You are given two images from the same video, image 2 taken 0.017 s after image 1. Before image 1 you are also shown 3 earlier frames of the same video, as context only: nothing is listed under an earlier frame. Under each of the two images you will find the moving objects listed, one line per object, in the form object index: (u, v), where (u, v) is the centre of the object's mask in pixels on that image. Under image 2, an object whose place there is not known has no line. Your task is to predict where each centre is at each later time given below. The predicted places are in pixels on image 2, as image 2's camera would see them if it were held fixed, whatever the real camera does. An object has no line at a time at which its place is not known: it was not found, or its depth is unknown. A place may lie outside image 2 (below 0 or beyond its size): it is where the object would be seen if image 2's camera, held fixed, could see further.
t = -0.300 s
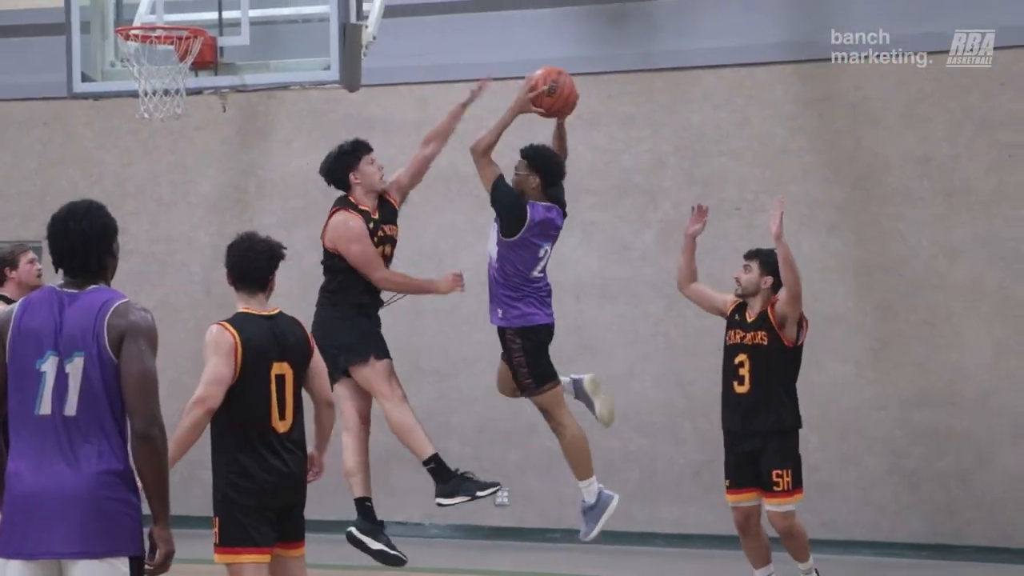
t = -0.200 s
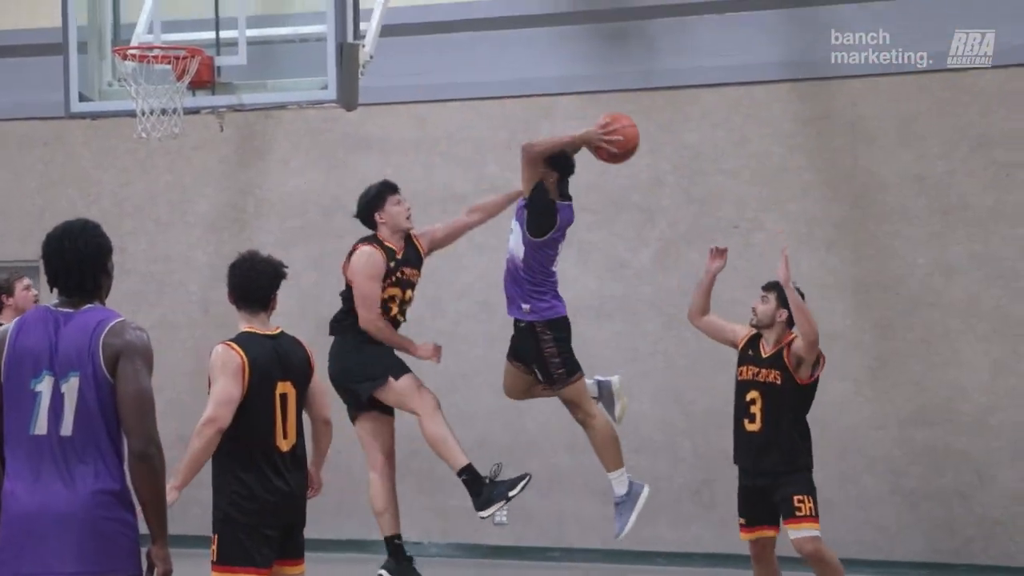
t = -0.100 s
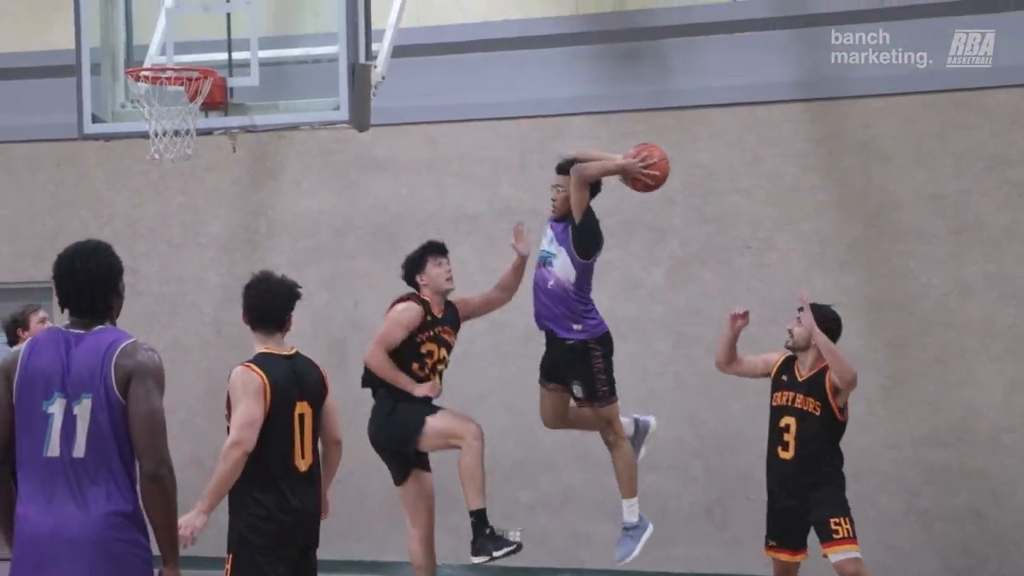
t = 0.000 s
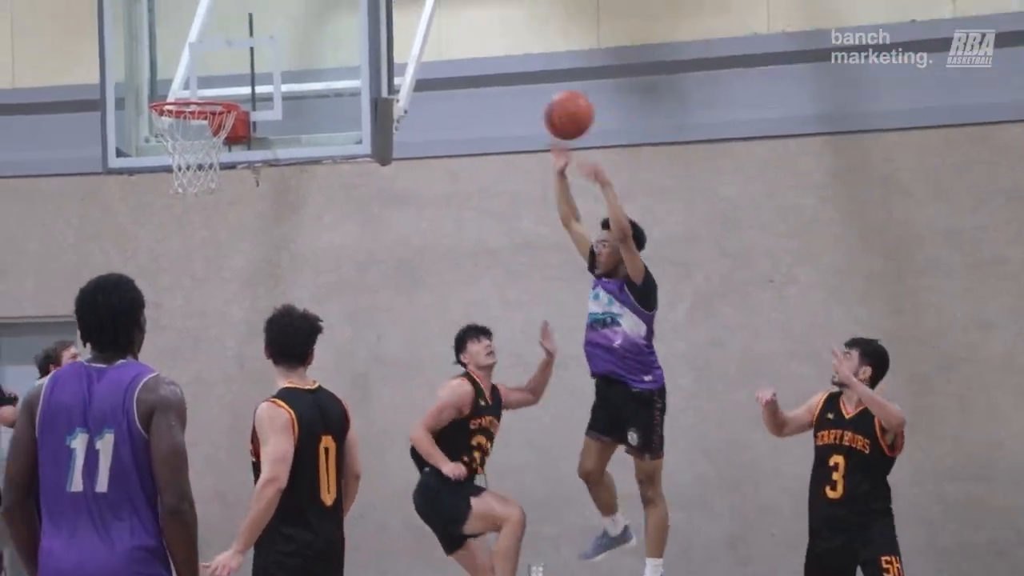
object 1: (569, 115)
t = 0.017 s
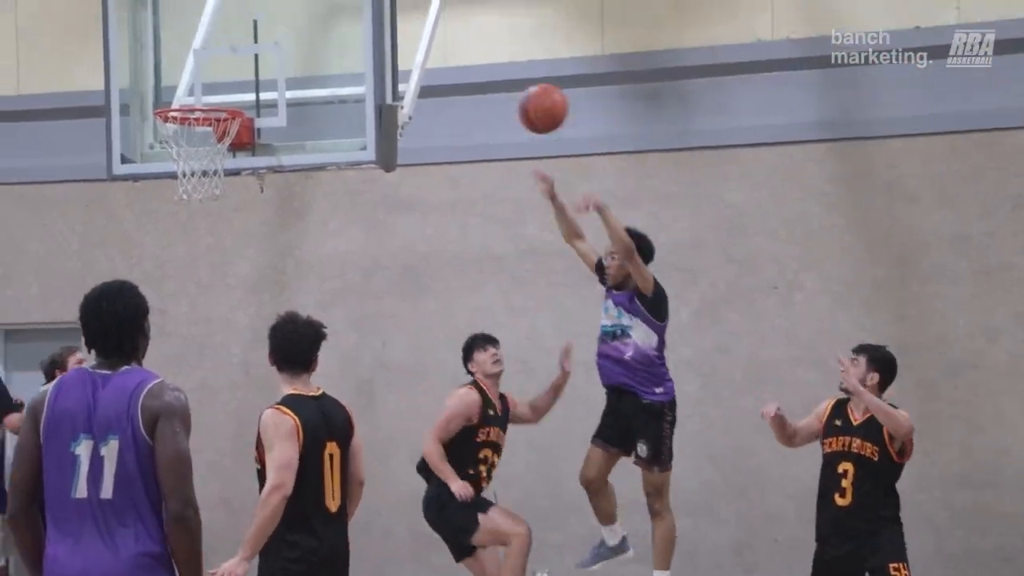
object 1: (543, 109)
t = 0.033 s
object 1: (512, 96)
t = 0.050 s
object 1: (482, 86)
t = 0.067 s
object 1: (450, 74)
